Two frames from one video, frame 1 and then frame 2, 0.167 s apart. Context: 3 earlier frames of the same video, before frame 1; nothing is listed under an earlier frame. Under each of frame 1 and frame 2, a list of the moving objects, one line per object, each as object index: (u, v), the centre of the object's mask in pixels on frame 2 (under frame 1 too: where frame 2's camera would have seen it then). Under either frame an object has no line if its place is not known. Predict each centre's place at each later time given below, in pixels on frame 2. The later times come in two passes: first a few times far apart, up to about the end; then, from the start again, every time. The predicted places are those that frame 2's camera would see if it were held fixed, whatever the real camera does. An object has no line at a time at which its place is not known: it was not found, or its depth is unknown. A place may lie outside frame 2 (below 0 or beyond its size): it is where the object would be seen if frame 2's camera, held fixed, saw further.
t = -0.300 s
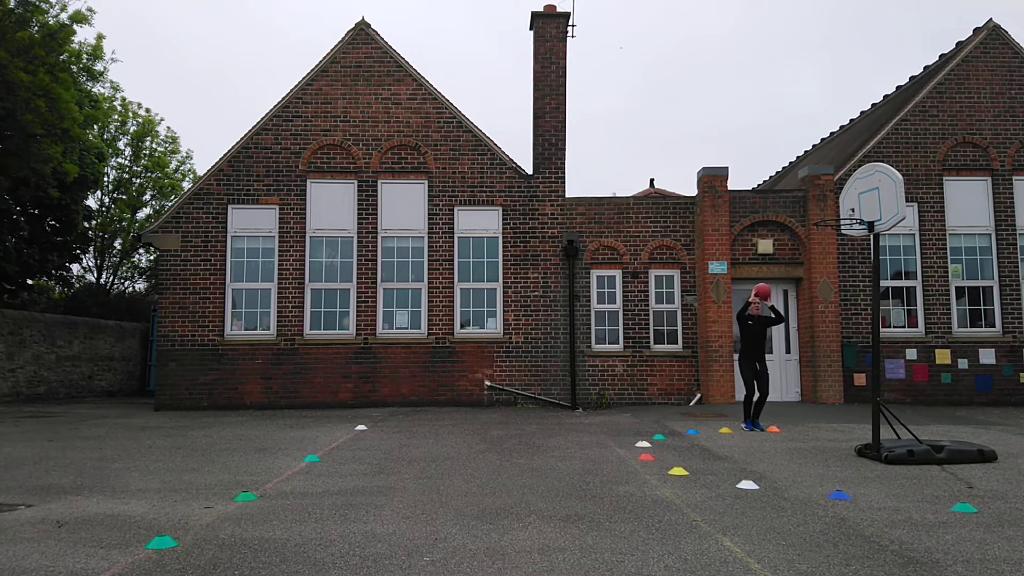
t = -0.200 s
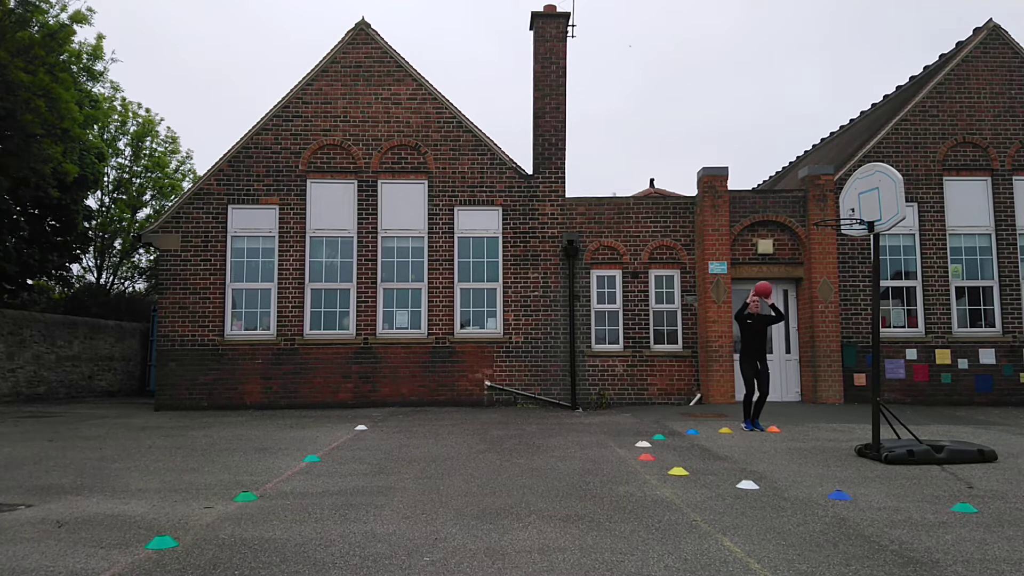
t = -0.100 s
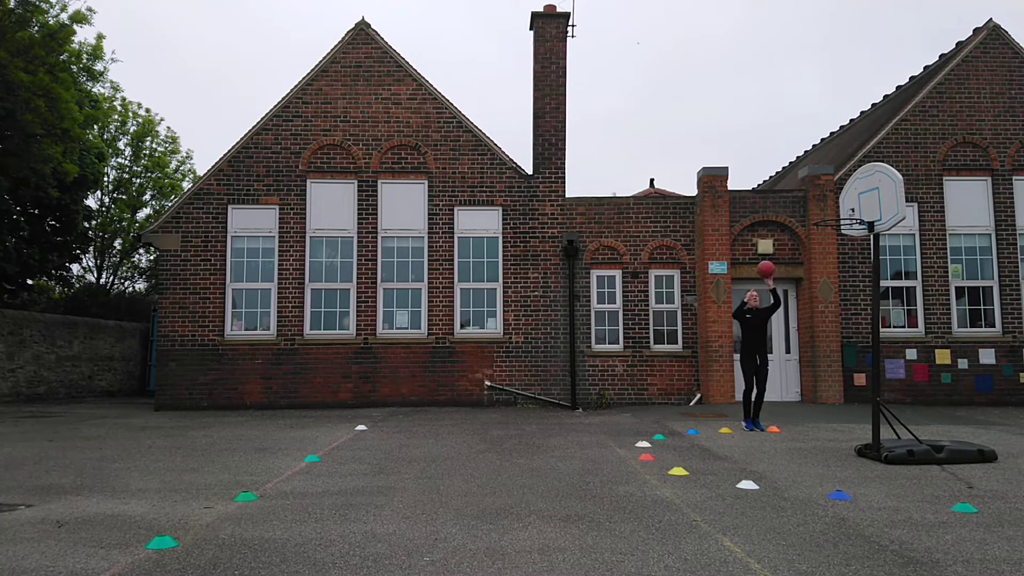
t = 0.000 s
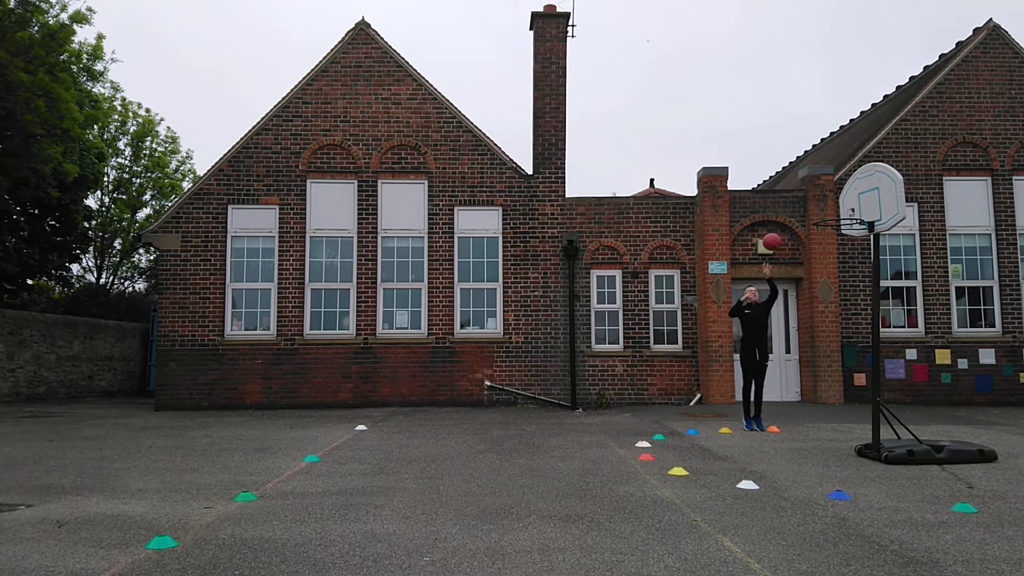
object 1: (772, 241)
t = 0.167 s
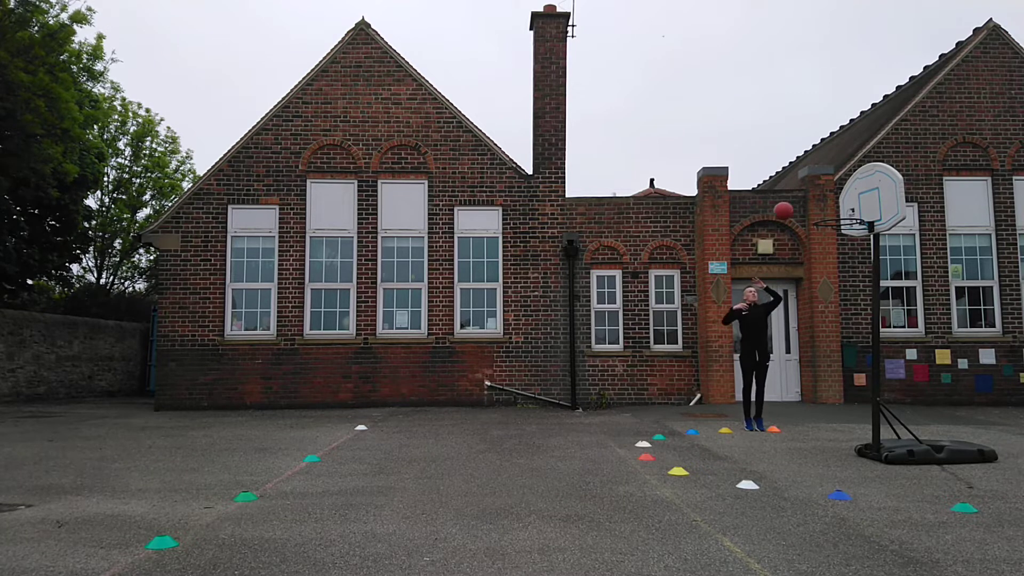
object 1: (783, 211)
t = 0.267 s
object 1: (791, 202)
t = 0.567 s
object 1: (816, 224)
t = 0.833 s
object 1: (810, 312)
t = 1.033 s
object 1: (806, 423)
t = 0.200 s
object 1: (786, 207)
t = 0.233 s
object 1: (789, 204)
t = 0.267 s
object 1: (791, 202)
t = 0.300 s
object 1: (794, 200)
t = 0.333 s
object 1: (796, 200)
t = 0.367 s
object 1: (799, 200)
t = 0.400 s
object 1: (801, 202)
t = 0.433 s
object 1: (805, 204)
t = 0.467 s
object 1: (808, 207)
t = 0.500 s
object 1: (811, 212)
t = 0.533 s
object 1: (813, 216)
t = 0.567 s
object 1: (816, 224)
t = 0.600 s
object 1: (820, 232)
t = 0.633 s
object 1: (818, 241)
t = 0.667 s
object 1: (816, 250)
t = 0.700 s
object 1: (815, 260)
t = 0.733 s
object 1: (815, 271)
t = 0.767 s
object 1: (813, 284)
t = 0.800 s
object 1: (812, 297)
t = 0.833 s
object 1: (810, 312)
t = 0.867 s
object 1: (810, 327)
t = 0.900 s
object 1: (809, 344)
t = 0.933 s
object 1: (808, 362)
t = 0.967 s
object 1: (807, 381)
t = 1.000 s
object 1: (807, 402)
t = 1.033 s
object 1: (806, 423)
